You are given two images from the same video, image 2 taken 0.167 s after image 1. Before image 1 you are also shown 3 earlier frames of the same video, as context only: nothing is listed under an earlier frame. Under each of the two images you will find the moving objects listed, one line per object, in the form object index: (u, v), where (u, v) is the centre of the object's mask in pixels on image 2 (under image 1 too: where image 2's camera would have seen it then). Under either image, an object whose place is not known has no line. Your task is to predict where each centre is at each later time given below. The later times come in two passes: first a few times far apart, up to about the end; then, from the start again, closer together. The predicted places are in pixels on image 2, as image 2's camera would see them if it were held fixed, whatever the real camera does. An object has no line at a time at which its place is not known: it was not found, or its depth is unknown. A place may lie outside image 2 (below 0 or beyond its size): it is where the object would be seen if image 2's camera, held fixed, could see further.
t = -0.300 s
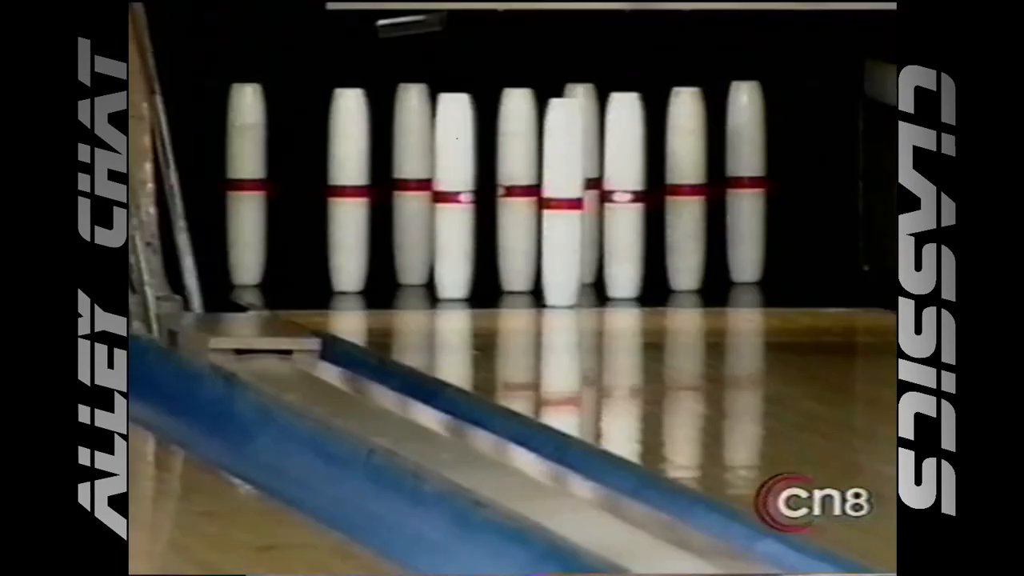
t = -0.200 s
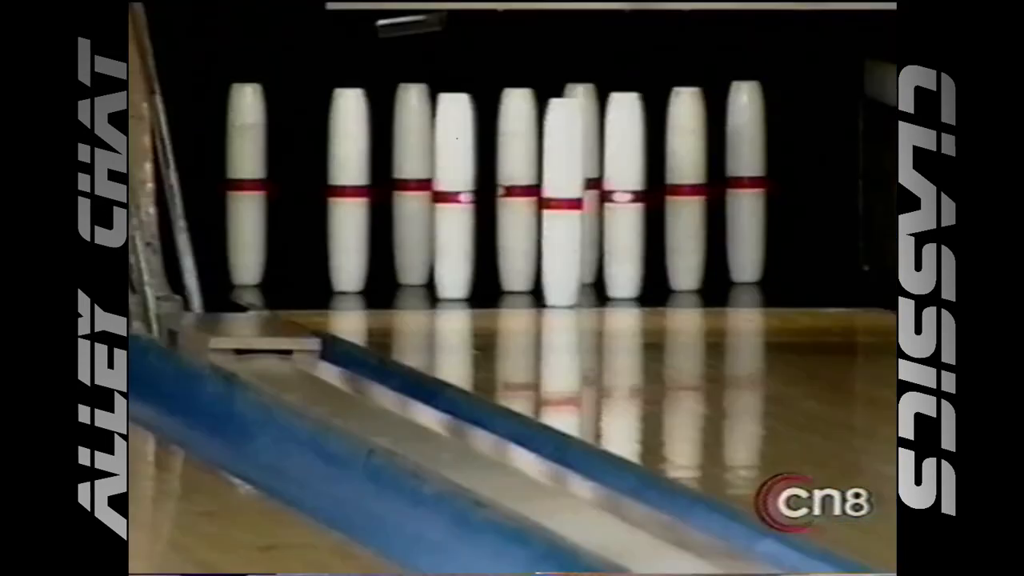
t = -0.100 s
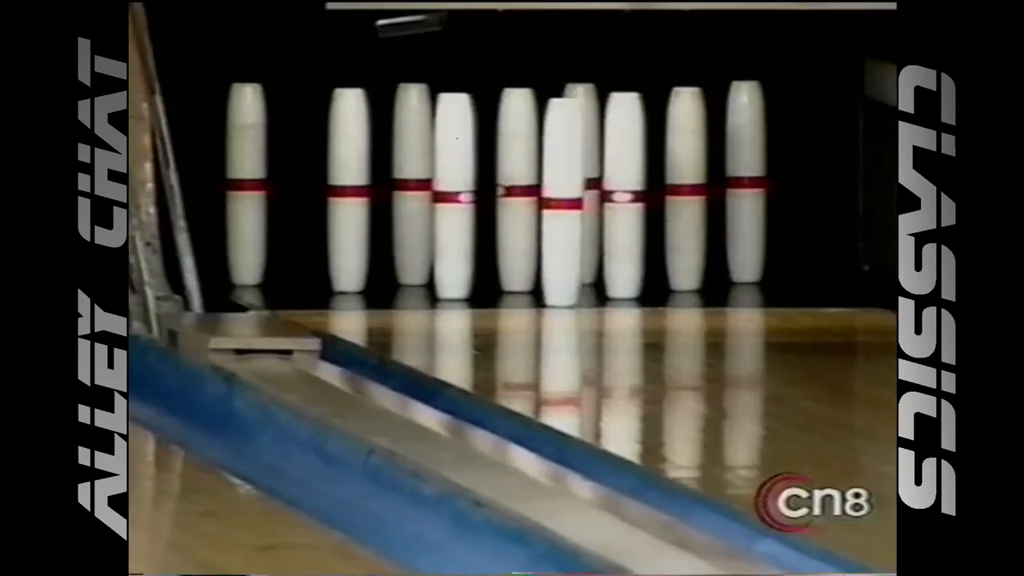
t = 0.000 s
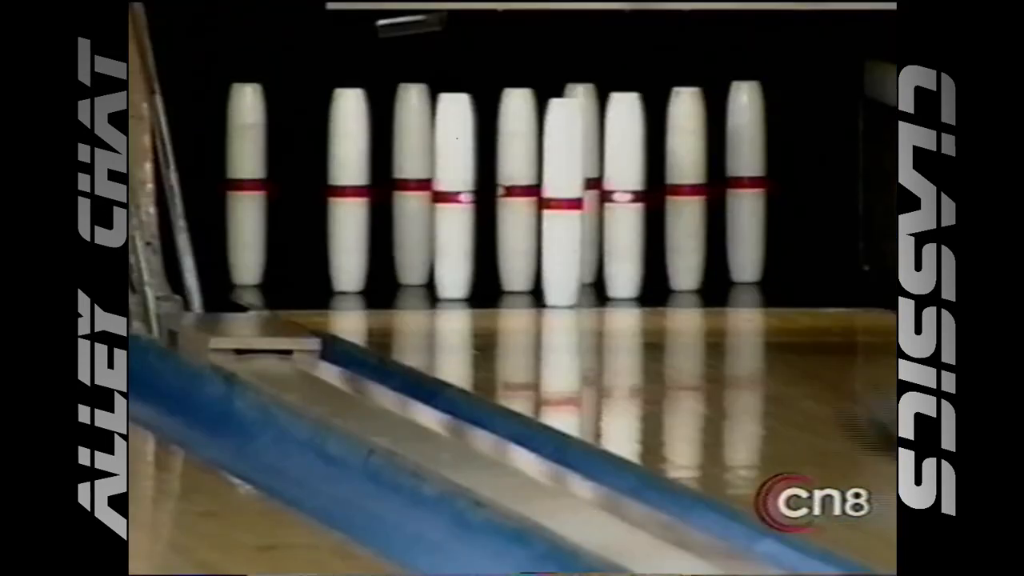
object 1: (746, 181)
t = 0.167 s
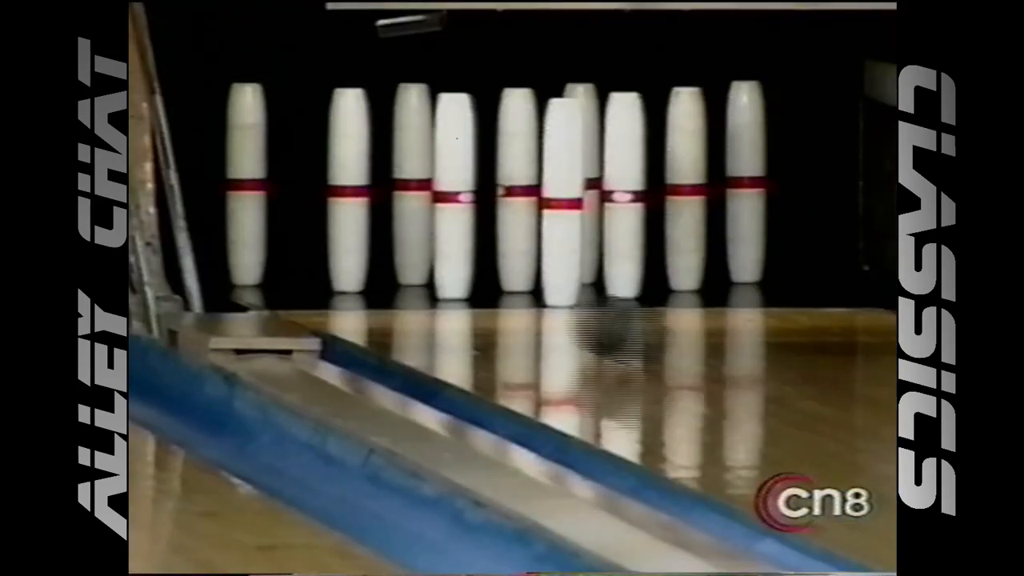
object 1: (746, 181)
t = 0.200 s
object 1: (746, 181)
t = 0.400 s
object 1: (749, 176)
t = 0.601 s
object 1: (810, 211)
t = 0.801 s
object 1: (785, 243)
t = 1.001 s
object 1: (797, 246)
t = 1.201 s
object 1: (824, 254)
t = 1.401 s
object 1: (822, 272)
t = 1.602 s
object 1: (828, 273)
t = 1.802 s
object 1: (861, 279)
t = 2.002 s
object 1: (881, 276)
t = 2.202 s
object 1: (868, 279)
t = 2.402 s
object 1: (858, 280)
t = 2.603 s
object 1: (851, 279)
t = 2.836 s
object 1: (859, 280)
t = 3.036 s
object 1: (869, 279)
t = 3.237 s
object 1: (874, 277)
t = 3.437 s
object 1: (869, 278)
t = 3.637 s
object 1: (860, 280)
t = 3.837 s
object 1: (853, 280)
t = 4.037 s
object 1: (857, 280)
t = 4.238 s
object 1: (866, 279)
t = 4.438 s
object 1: (872, 278)
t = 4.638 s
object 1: (871, 278)
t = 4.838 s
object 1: (863, 280)
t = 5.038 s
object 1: (855, 280)
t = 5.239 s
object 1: (856, 280)
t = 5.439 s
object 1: (863, 280)
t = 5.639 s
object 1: (870, 278)
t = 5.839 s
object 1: (871, 278)
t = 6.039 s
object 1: (865, 279)
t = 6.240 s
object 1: (857, 280)
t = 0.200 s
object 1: (746, 181)
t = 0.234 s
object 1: (746, 181)
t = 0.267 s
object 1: (746, 181)
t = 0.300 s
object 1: (746, 181)
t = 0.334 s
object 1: (746, 181)
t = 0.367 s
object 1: (746, 181)
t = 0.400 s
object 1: (749, 176)
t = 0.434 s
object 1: (761, 175)
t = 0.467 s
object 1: (774, 176)
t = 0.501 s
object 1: (788, 180)
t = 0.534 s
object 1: (803, 187)
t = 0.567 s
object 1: (817, 199)
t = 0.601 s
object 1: (810, 211)
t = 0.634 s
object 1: (809, 213)
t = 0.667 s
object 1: (806, 222)
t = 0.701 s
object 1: (803, 238)
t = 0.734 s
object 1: (801, 258)
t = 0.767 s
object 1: (782, 255)
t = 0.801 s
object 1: (785, 243)
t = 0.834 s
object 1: (787, 234)
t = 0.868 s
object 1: (790, 230)
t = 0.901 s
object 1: (792, 230)
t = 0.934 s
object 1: (794, 232)
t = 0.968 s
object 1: (795, 237)
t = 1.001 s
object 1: (797, 246)
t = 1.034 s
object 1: (798, 260)
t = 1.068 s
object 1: (815, 265)
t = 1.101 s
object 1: (818, 256)
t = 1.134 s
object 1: (820, 251)
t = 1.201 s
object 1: (824, 254)
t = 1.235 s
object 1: (825, 259)
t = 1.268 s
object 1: (827, 266)
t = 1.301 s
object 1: (824, 271)
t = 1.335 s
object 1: (824, 269)
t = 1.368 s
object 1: (824, 270)
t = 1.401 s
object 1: (822, 272)
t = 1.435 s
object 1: (820, 272)
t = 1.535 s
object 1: (822, 272)
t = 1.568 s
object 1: (825, 272)
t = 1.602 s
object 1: (828, 273)
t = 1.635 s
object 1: (832, 275)
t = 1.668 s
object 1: (836, 276)
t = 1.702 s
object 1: (842, 277)
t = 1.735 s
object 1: (848, 279)
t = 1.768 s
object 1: (856, 279)
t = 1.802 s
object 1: (861, 279)
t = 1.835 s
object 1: (867, 280)
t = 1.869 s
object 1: (871, 279)
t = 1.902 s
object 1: (875, 279)
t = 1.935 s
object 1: (879, 278)
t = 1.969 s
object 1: (882, 277)
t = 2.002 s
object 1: (881, 276)
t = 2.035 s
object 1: (879, 276)
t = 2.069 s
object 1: (876, 277)
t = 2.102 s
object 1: (874, 277)
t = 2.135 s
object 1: (871, 278)
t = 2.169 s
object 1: (870, 278)
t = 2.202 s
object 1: (868, 279)
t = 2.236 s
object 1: (867, 279)
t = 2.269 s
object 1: (865, 279)
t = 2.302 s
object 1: (863, 279)
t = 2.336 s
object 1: (861, 280)
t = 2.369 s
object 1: (859, 280)
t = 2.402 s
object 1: (858, 280)
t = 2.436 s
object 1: (856, 280)
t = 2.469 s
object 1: (855, 280)
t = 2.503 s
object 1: (853, 280)
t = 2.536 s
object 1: (852, 280)
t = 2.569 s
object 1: (851, 279)
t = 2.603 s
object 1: (851, 279)
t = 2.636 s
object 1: (851, 280)
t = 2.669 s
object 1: (852, 280)
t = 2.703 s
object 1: (853, 280)
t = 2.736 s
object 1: (854, 280)
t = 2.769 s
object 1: (855, 280)
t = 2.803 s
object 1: (857, 280)
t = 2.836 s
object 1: (859, 280)
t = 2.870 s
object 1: (860, 280)
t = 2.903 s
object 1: (862, 280)
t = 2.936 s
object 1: (864, 280)
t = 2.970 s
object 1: (865, 279)
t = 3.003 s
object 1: (867, 279)
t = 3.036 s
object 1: (869, 279)
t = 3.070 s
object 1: (870, 278)
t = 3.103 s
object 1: (871, 278)
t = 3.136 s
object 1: (872, 278)
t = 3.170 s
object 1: (873, 277)
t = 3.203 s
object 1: (873, 277)
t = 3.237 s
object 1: (874, 277)
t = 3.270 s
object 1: (873, 277)
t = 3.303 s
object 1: (873, 277)
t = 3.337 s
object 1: (873, 278)
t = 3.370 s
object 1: (872, 278)
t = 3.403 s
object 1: (871, 278)
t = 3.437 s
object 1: (869, 278)
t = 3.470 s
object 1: (868, 279)
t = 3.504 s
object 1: (866, 279)
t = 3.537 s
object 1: (865, 279)
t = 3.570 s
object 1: (863, 279)
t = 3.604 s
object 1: (862, 280)
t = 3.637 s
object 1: (860, 280)
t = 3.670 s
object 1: (858, 280)
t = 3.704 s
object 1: (857, 280)
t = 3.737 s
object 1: (856, 280)
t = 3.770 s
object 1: (854, 280)
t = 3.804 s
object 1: (853, 280)
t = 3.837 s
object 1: (853, 280)
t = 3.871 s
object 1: (853, 280)
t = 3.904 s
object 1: (853, 280)
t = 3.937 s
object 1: (854, 280)
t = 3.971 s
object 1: (854, 280)
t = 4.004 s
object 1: (856, 280)
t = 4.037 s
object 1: (857, 280)
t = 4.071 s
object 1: (858, 280)
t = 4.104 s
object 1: (860, 280)
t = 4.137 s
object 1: (862, 280)
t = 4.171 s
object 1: (863, 280)
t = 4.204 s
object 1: (865, 279)
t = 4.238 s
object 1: (866, 279)
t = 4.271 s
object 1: (868, 279)
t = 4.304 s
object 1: (869, 279)
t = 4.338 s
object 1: (870, 278)
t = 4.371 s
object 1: (871, 278)
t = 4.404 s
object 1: (872, 278)
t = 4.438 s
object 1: (872, 278)
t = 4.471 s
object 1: (873, 278)
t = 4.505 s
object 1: (873, 278)
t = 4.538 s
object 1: (872, 278)
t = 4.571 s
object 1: (872, 278)
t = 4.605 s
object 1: (871, 278)
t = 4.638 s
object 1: (871, 278)
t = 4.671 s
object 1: (870, 279)
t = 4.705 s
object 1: (868, 279)
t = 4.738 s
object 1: (867, 279)
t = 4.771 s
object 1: (866, 279)
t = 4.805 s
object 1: (864, 279)
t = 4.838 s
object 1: (863, 280)
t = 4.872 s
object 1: (861, 280)
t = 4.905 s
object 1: (860, 280)
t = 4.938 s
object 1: (859, 280)
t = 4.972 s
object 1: (858, 280)
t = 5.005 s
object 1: (856, 280)
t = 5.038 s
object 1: (855, 280)
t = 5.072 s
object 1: (855, 280)
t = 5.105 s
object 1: (854, 280)
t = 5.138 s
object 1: (854, 280)
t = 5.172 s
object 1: (854, 280)
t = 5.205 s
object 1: (855, 280)
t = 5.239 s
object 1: (856, 280)
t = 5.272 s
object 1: (857, 280)
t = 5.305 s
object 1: (858, 280)
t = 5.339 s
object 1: (859, 280)
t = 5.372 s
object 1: (861, 280)
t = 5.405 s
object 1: (862, 280)
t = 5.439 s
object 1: (863, 280)
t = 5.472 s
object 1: (865, 280)
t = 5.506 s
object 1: (866, 279)
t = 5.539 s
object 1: (868, 279)
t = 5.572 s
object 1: (869, 279)
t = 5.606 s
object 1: (870, 279)
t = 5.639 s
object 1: (870, 278)
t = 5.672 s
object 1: (871, 278)
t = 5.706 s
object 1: (872, 278)
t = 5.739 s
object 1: (872, 278)
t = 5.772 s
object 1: (872, 278)
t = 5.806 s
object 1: (872, 278)
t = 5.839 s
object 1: (871, 278)
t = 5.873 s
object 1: (870, 278)
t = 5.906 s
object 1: (870, 278)
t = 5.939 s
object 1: (869, 279)
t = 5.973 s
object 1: (867, 279)
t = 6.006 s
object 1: (866, 279)
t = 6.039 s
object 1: (865, 279)
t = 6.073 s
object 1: (863, 279)
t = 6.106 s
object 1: (862, 280)
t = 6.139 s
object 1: (861, 280)
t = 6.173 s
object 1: (860, 280)
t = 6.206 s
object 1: (858, 280)
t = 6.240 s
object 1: (857, 280)
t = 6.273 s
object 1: (856, 280)
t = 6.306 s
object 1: (856, 280)
